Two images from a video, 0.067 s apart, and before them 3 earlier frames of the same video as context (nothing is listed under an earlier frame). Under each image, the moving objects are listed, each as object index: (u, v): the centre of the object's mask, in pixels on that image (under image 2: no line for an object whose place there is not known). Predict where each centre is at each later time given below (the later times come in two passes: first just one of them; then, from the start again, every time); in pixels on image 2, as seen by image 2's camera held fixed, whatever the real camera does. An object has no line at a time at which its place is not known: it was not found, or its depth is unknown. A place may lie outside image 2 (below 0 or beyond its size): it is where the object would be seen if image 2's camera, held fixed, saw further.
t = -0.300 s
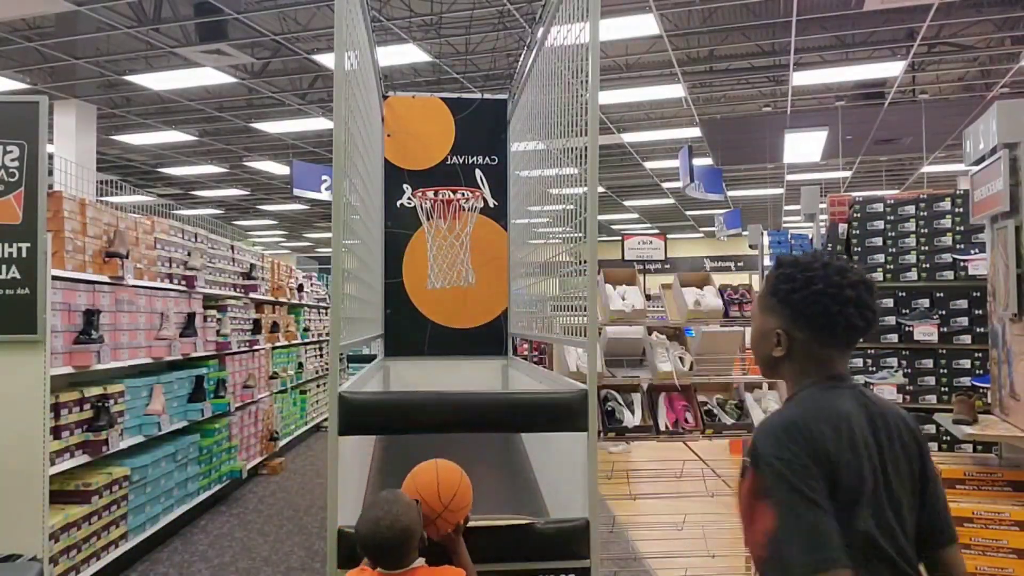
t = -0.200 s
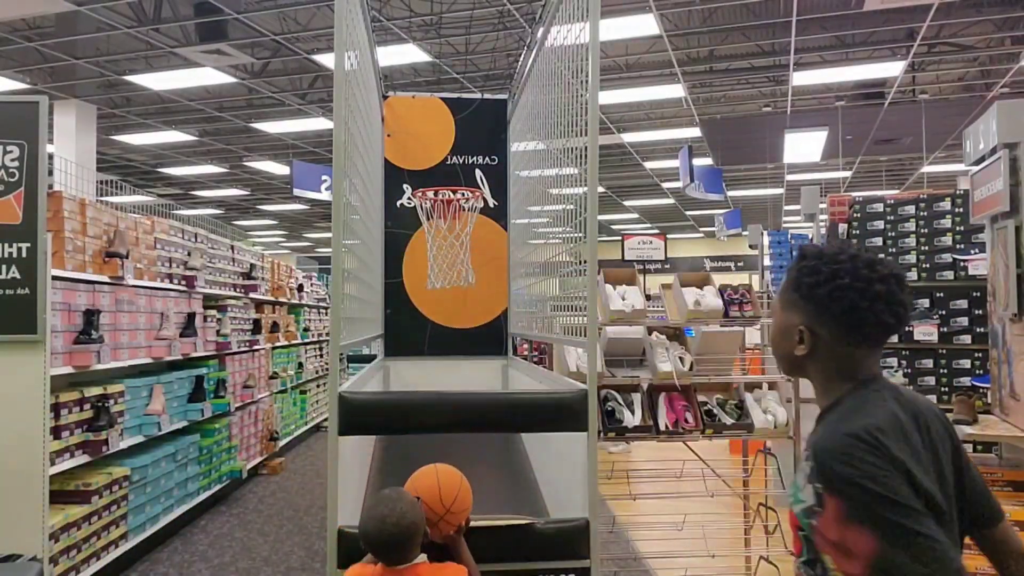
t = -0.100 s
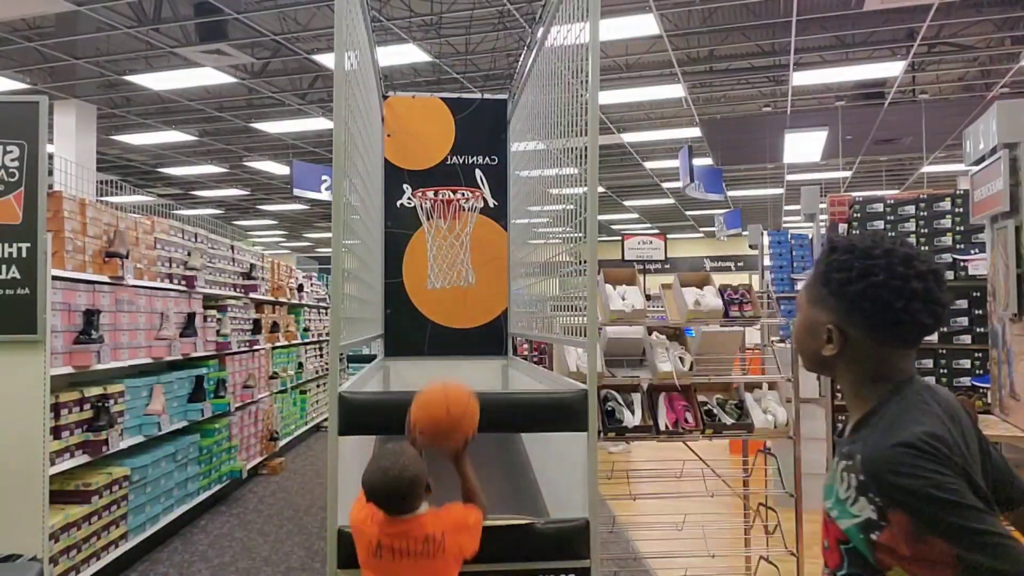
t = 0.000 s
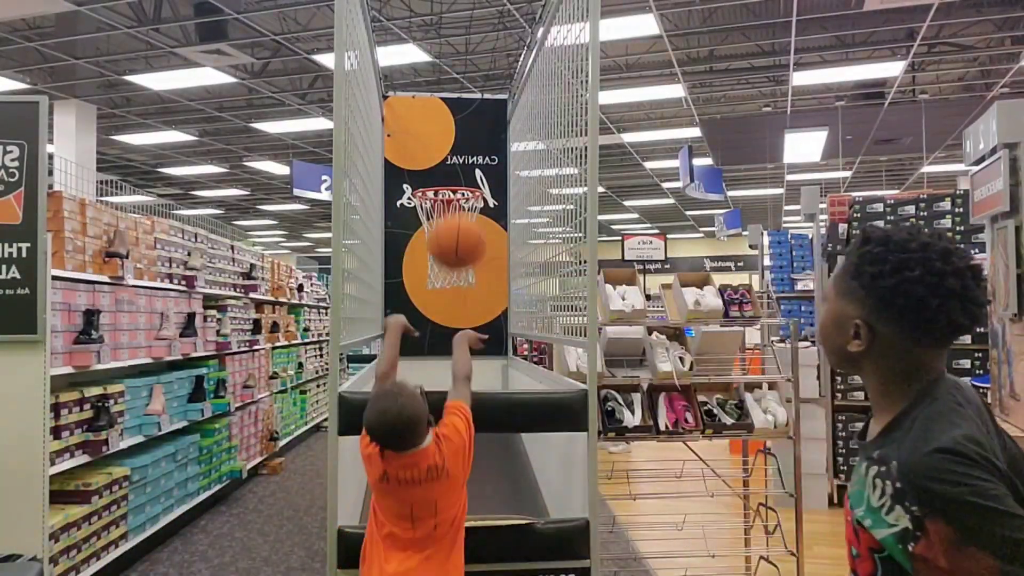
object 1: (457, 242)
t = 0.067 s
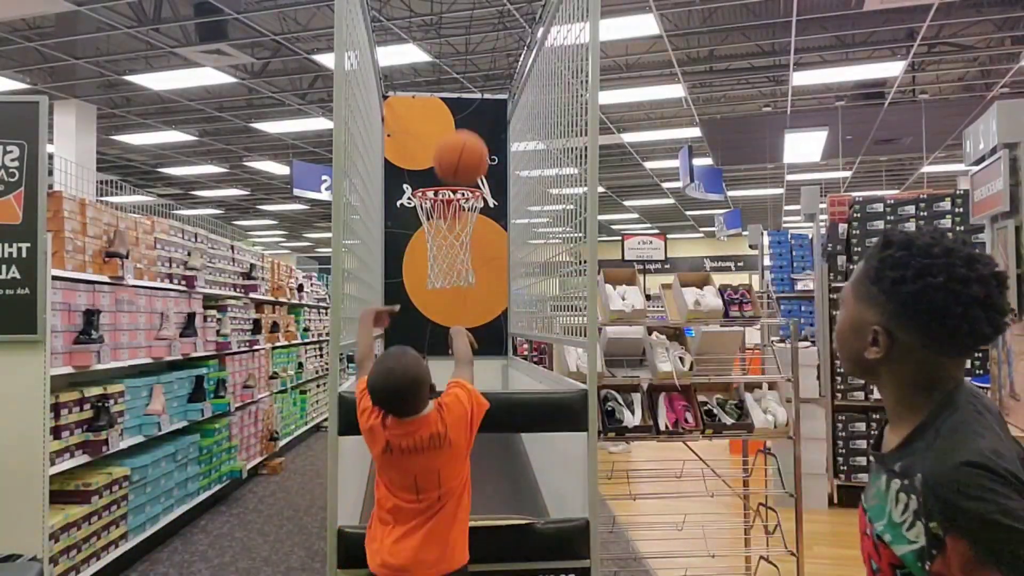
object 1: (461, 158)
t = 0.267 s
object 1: (469, 22)
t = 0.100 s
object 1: (463, 126)
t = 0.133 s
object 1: (464, 98)
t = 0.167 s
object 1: (465, 75)
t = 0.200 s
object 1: (467, 56)
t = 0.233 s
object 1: (469, 30)
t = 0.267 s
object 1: (469, 22)
